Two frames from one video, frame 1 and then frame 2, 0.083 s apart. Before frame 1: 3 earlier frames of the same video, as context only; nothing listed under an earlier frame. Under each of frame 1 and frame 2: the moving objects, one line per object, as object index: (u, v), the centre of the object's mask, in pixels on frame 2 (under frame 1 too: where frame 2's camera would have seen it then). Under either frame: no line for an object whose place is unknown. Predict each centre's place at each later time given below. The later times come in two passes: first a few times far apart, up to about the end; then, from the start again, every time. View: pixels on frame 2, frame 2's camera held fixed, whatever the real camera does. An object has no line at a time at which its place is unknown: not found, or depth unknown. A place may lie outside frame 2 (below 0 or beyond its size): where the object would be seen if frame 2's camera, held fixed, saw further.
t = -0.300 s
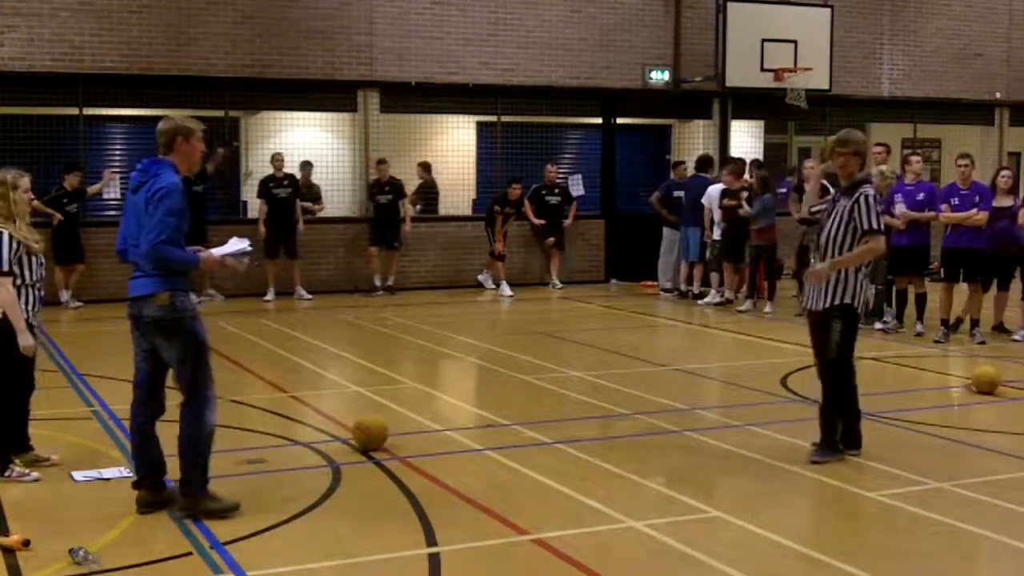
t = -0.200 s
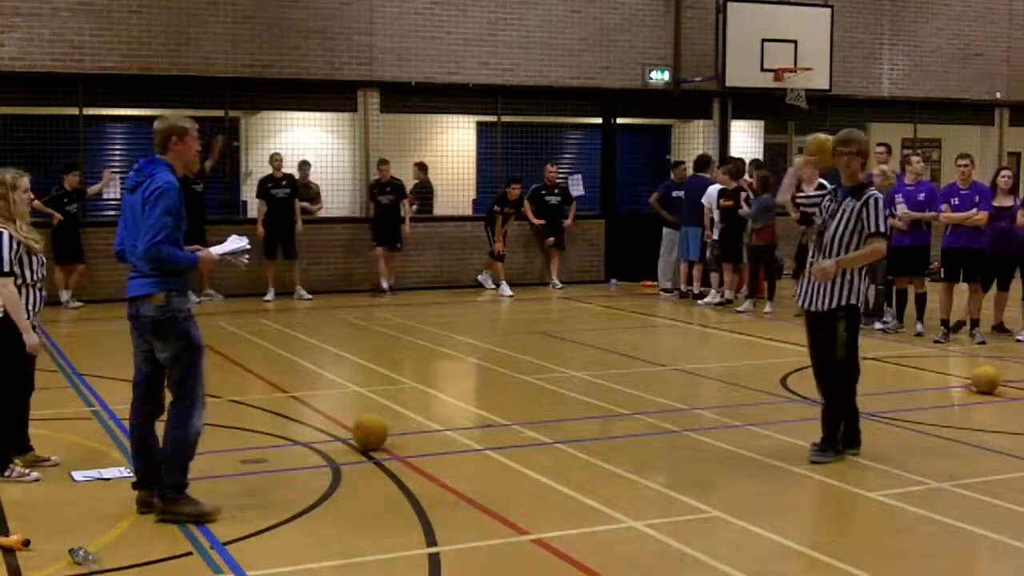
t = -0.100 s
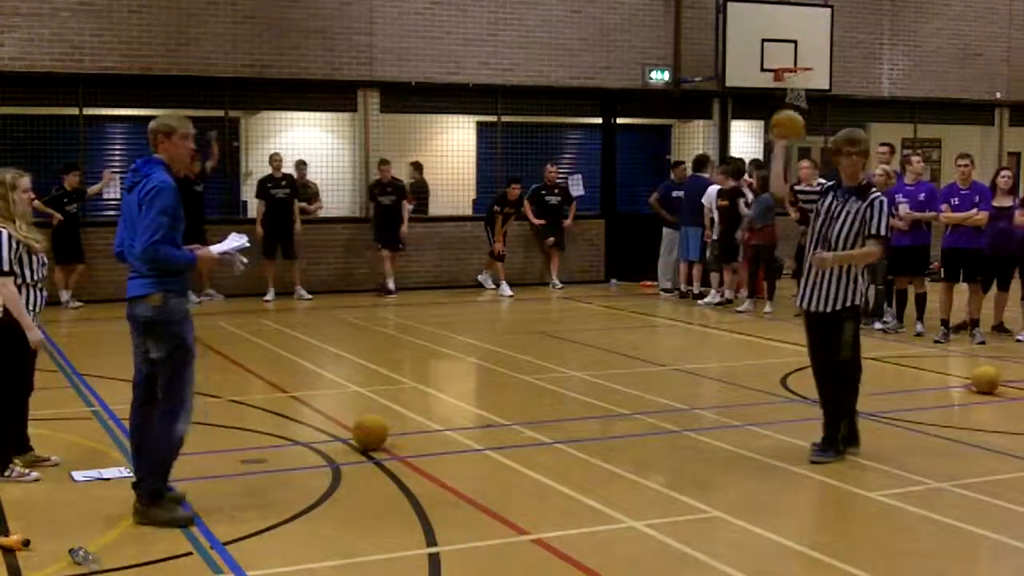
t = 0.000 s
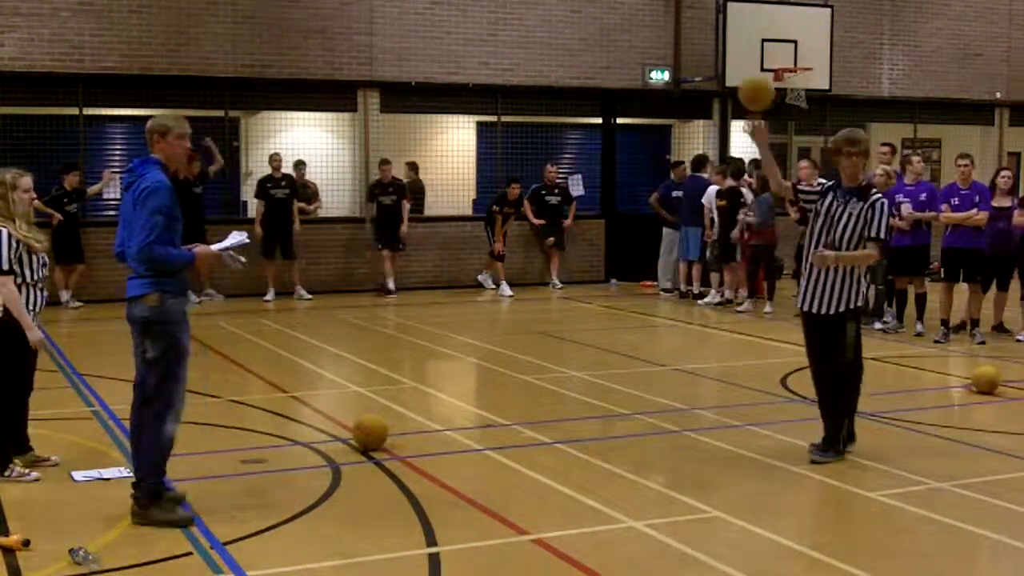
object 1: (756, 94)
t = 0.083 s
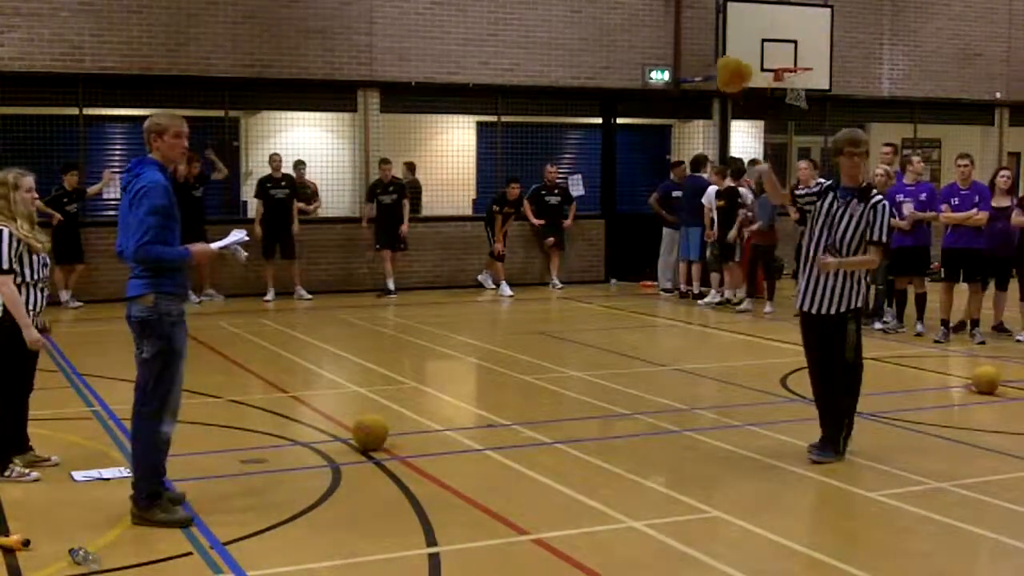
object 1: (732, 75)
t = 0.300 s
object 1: (655, 85)
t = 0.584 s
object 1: (498, 313)
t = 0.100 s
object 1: (727, 71)
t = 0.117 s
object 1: (721, 69)
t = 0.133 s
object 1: (716, 68)
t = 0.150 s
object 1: (711, 66)
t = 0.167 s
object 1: (704, 64)
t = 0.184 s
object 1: (698, 69)
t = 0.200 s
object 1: (695, 68)
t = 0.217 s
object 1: (690, 69)
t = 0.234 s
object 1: (682, 70)
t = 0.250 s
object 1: (675, 73)
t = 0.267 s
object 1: (668, 76)
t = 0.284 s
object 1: (662, 80)
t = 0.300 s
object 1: (655, 85)
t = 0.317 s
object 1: (647, 90)
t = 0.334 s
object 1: (639, 97)
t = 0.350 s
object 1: (631, 104)
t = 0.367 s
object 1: (624, 112)
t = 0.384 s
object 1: (616, 120)
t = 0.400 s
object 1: (607, 129)
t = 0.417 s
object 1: (598, 141)
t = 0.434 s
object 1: (589, 152)
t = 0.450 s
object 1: (581, 165)
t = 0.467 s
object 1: (570, 179)
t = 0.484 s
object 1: (560, 194)
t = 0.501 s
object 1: (548, 211)
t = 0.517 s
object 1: (539, 231)
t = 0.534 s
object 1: (530, 250)
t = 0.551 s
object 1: (521, 267)
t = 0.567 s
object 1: (511, 289)
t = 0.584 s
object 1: (498, 313)
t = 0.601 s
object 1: (487, 335)
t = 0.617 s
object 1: (476, 365)
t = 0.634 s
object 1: (463, 393)
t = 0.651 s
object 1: (451, 423)
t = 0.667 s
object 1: (437, 455)
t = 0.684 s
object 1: (424, 490)
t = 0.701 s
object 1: (411, 521)
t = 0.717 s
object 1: (400, 551)
